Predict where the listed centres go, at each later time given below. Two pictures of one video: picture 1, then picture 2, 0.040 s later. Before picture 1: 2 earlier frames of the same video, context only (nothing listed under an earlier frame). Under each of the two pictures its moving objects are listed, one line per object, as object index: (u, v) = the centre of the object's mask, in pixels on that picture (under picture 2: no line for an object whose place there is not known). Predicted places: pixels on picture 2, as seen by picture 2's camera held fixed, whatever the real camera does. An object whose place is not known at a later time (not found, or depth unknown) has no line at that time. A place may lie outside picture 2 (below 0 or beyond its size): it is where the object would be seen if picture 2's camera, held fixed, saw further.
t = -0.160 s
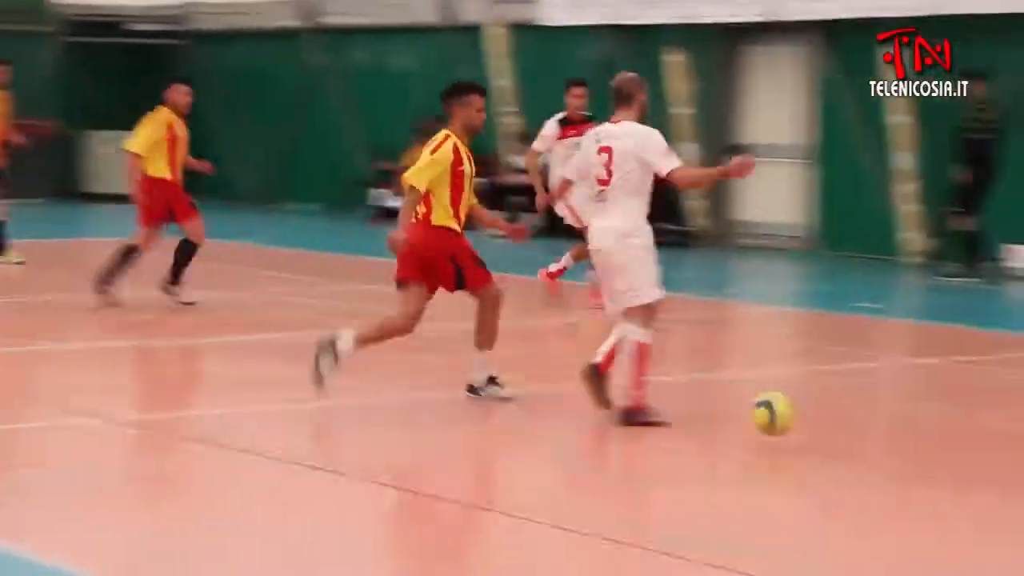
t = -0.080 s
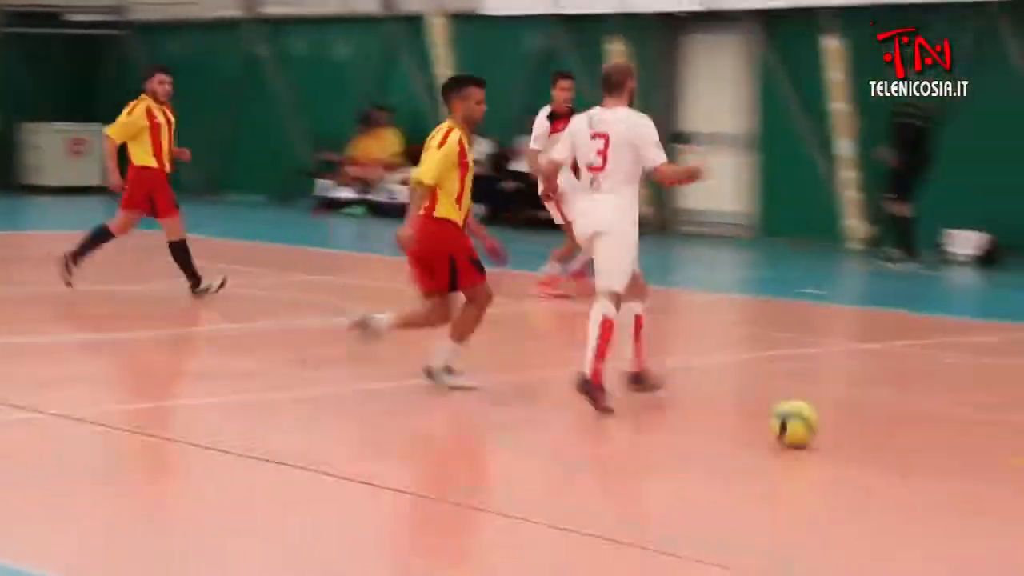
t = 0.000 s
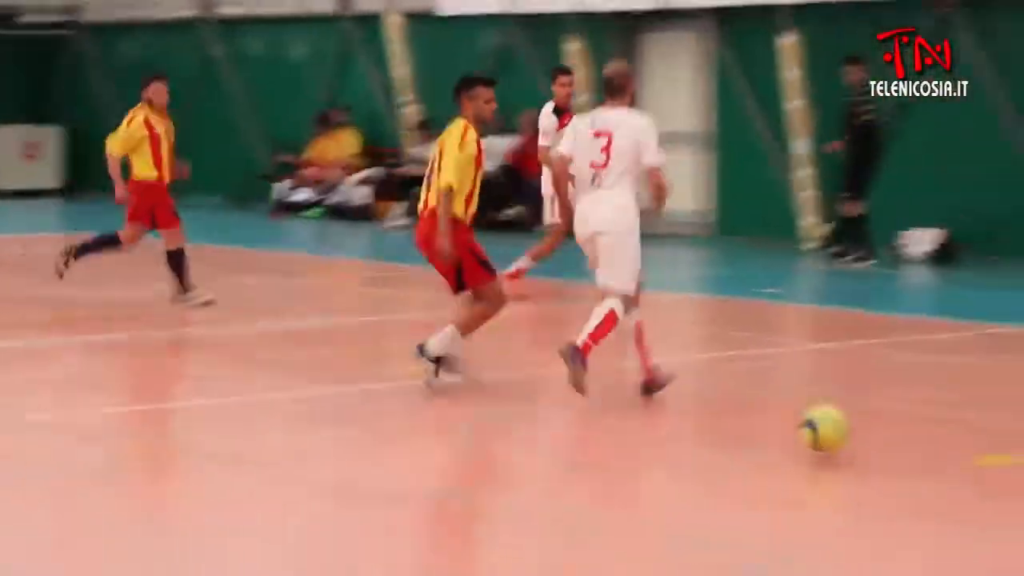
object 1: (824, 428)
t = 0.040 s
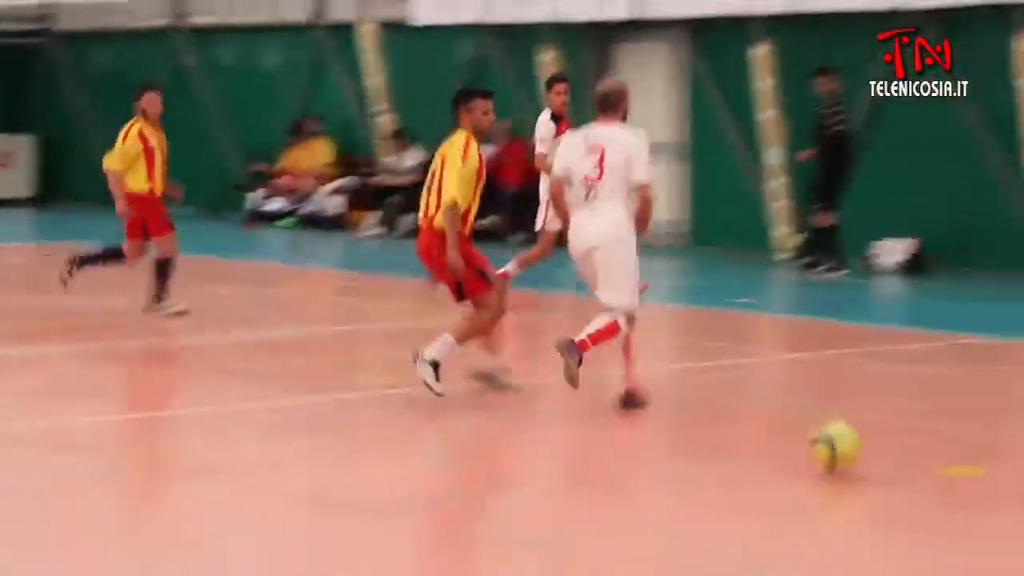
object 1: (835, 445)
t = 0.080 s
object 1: (873, 456)
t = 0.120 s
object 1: (911, 462)
